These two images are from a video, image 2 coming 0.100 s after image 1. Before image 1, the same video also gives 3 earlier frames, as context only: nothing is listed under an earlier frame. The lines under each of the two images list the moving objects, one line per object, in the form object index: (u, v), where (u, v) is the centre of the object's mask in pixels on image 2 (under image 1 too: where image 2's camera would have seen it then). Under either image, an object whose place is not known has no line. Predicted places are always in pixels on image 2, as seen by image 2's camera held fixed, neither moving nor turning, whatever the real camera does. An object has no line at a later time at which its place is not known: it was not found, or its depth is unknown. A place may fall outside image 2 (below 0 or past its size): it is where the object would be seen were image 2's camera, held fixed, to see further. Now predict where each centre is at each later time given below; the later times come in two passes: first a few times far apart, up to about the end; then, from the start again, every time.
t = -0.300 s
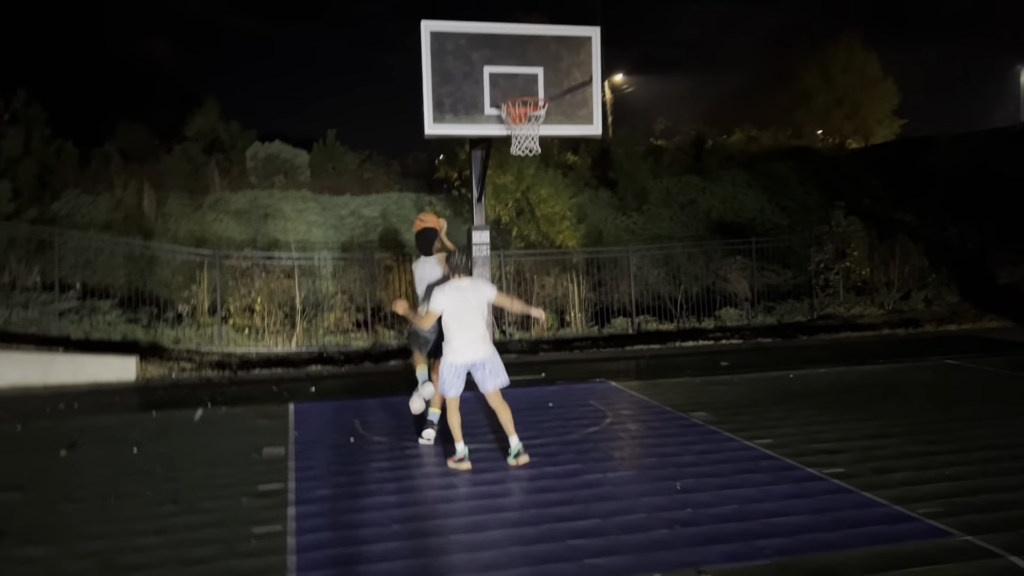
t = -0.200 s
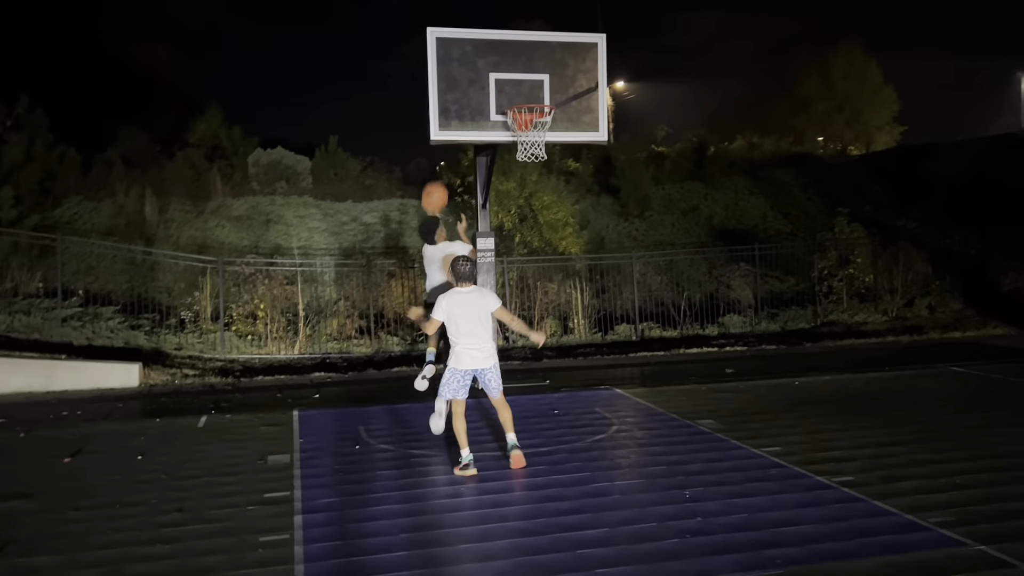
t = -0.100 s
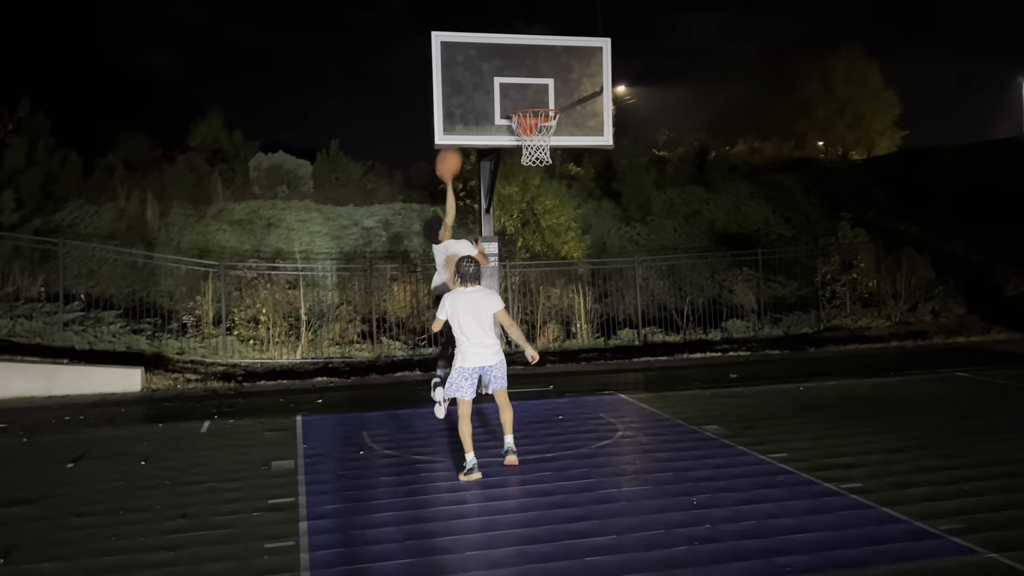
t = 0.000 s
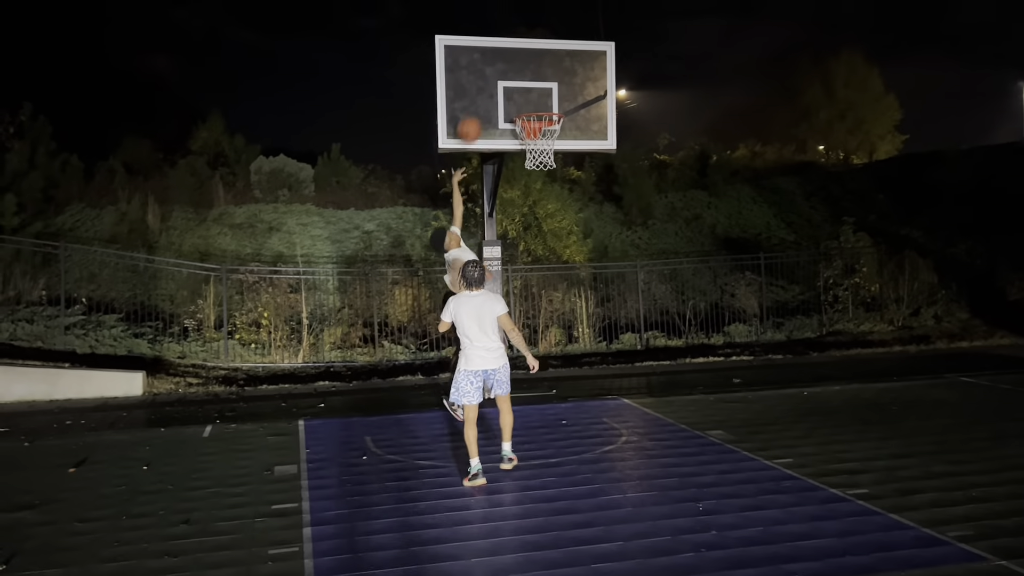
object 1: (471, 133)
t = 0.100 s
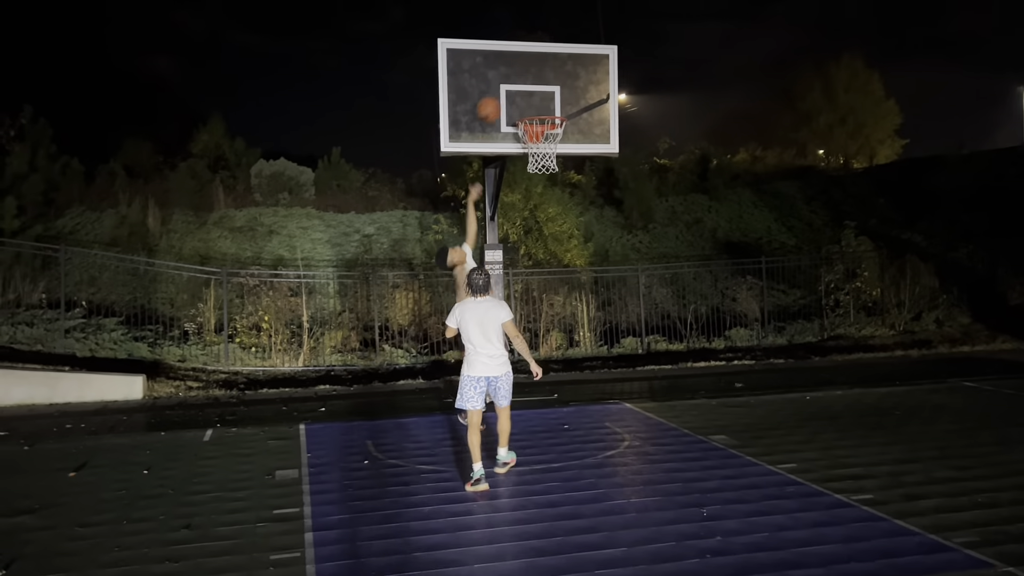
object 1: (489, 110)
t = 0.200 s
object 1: (502, 99)
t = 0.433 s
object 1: (534, 112)
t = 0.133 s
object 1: (494, 104)
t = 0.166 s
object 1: (498, 101)
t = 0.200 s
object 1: (502, 99)
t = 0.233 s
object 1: (507, 98)
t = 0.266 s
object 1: (512, 99)
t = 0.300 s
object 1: (516, 100)
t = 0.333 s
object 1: (521, 103)
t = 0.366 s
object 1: (525, 107)
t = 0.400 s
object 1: (530, 109)
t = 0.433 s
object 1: (534, 112)
